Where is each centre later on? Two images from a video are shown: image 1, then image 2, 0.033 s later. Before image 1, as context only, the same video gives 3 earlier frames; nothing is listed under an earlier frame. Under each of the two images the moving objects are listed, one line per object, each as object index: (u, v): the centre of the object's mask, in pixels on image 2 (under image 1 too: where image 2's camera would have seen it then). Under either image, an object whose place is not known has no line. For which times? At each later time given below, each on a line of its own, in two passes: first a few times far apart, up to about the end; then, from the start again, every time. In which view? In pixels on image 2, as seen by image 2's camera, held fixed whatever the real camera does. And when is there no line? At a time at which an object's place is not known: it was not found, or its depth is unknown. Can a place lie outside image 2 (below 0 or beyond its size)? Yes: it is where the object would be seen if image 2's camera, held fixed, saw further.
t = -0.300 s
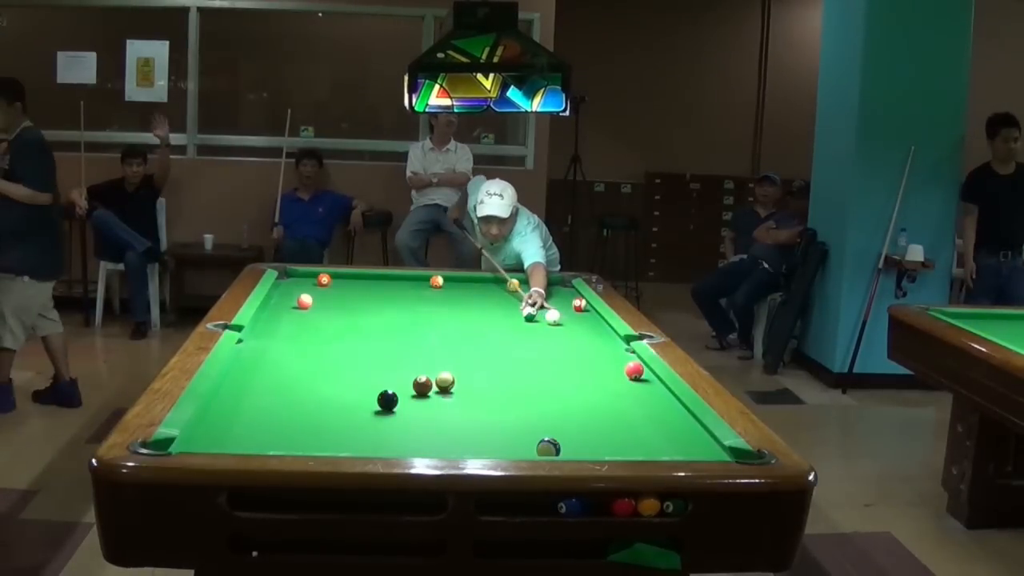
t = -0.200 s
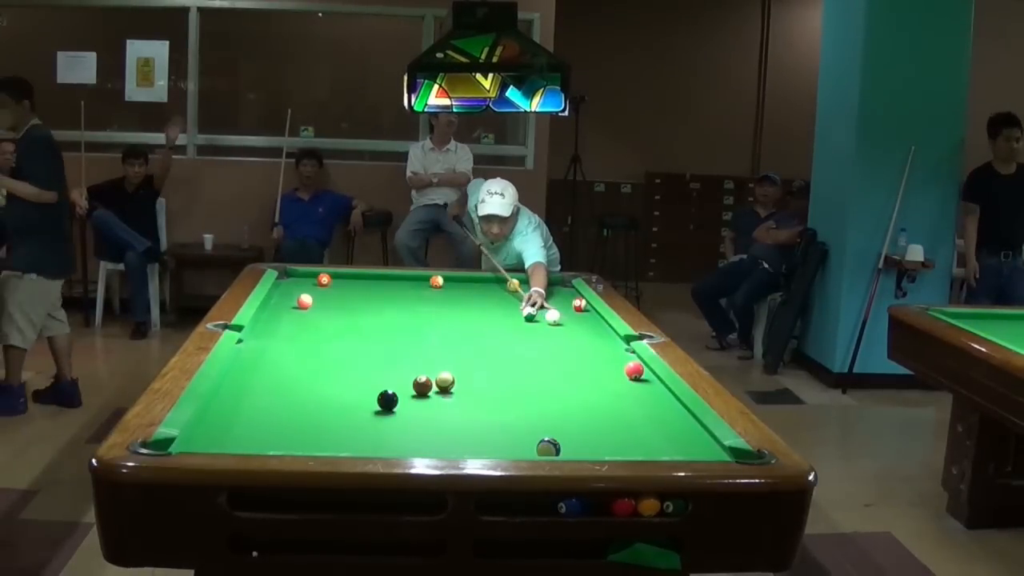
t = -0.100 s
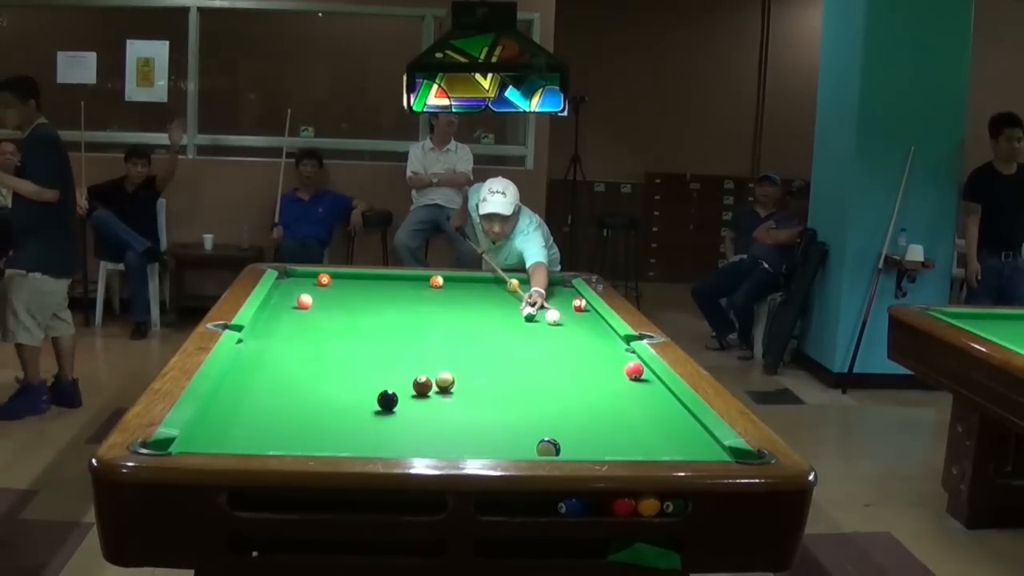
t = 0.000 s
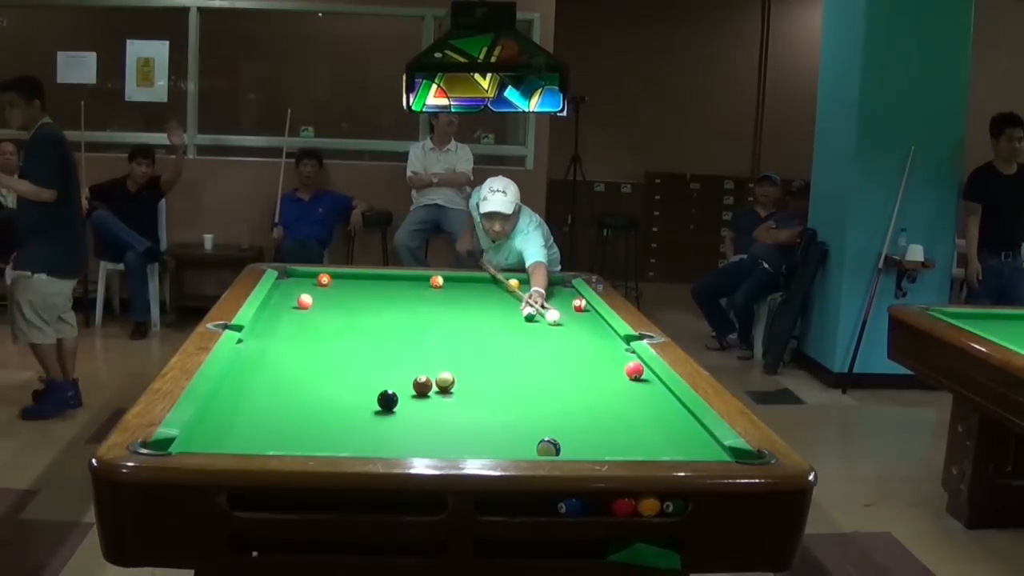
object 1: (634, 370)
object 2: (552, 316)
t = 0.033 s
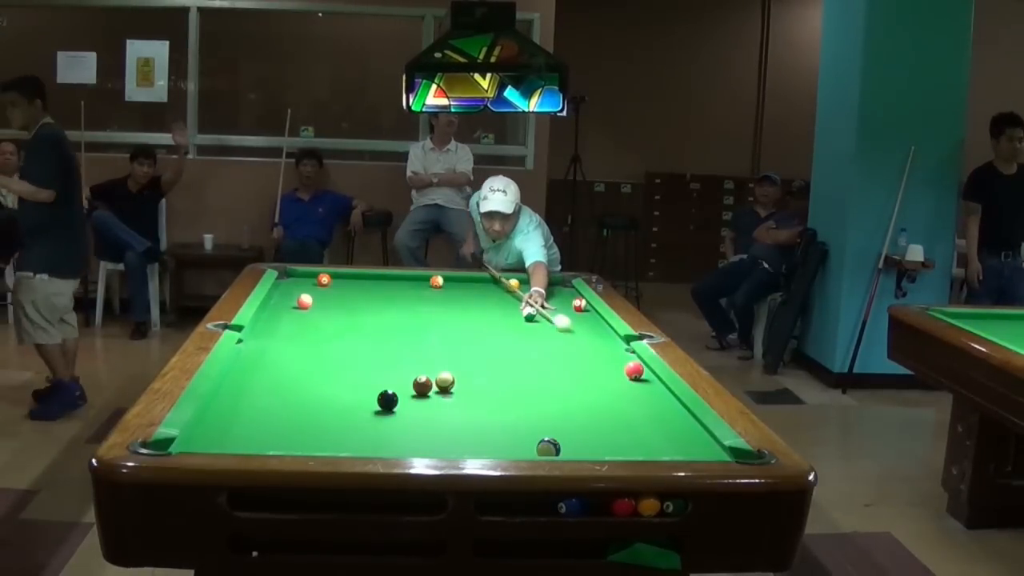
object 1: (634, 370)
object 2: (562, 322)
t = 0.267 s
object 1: (666, 396)
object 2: (636, 366)
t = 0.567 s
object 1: (704, 452)
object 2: (631, 366)
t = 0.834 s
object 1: (664, 447)
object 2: (624, 366)
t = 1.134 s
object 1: (625, 437)
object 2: (617, 366)
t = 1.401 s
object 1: (596, 428)
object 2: (613, 366)
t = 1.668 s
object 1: (569, 419)
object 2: (610, 366)
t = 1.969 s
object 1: (542, 411)
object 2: (609, 366)
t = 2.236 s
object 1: (520, 405)
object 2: (609, 366)
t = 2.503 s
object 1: (501, 399)
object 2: (609, 367)
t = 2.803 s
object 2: (609, 366)
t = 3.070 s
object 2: (609, 366)
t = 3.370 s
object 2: (609, 366)
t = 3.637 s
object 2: (609, 366)
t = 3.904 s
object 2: (609, 366)
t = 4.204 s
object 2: (609, 366)
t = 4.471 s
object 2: (609, 366)
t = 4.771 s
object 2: (609, 366)
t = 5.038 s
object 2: (609, 366)
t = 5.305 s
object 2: (609, 366)
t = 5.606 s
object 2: (609, 367)
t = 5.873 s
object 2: (609, 367)
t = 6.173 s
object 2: (609, 367)
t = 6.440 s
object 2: (609, 366)
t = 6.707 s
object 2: (609, 367)
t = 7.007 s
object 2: (609, 367)
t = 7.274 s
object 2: (609, 367)
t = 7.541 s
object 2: (609, 366)
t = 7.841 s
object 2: (609, 367)
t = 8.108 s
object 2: (609, 366)
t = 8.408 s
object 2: (609, 367)
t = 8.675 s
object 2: (609, 367)
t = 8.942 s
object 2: (609, 366)
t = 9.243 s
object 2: (609, 366)
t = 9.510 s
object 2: (609, 367)
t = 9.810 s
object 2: (609, 367)
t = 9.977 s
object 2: (609, 367)
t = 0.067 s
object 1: (634, 370)
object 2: (575, 330)
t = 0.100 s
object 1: (634, 370)
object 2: (589, 339)
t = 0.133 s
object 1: (634, 370)
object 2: (604, 348)
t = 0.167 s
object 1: (634, 370)
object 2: (619, 358)
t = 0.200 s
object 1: (638, 374)
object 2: (630, 363)
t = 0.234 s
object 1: (653, 385)
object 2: (634, 366)
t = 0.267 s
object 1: (666, 396)
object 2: (636, 366)
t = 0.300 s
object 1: (673, 407)
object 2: (638, 366)
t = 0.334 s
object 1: (680, 418)
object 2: (639, 366)
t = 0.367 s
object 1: (687, 429)
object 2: (638, 366)
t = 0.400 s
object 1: (694, 441)
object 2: (637, 366)
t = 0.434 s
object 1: (702, 449)
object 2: (636, 366)
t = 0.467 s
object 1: (713, 452)
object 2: (635, 366)
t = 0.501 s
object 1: (723, 451)
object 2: (633, 366)
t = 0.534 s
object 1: (714, 451)
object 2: (633, 366)
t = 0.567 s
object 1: (704, 452)
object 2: (631, 366)
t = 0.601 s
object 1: (697, 452)
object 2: (630, 366)
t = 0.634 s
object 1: (691, 451)
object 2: (629, 366)
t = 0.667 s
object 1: (687, 451)
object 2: (628, 366)
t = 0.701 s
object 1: (682, 450)
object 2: (627, 366)
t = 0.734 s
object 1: (677, 449)
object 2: (626, 366)
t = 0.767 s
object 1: (673, 448)
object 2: (626, 366)
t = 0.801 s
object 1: (668, 448)
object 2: (625, 366)
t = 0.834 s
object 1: (664, 447)
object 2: (624, 366)
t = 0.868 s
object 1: (659, 446)
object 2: (623, 366)
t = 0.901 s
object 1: (655, 445)
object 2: (622, 366)
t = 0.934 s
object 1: (651, 444)
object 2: (621, 366)
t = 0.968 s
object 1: (646, 443)
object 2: (620, 366)
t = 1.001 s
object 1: (642, 442)
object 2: (620, 366)
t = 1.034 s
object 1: (638, 441)
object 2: (619, 366)
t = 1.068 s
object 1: (634, 439)
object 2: (619, 366)
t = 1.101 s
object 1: (630, 438)
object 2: (618, 366)
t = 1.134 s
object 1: (625, 437)
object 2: (617, 366)
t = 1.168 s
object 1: (622, 436)
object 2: (617, 366)
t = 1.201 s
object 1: (618, 434)
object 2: (616, 366)
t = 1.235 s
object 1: (614, 433)
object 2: (615, 366)
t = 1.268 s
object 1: (610, 432)
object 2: (615, 366)
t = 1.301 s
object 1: (607, 431)
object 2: (614, 366)
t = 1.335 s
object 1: (603, 430)
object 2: (614, 366)
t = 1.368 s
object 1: (599, 429)
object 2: (613, 366)
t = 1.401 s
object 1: (596, 428)
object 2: (613, 366)
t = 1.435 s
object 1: (592, 427)
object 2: (612, 366)
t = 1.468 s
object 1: (589, 426)
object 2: (612, 366)
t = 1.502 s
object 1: (585, 424)
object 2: (611, 366)
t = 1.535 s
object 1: (582, 423)
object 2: (611, 366)
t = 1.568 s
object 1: (578, 422)
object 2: (611, 366)
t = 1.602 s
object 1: (575, 421)
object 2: (610, 366)
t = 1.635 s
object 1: (572, 420)
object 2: (610, 366)
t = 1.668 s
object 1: (569, 419)
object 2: (610, 366)
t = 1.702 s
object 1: (566, 418)
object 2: (610, 366)
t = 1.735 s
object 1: (562, 417)
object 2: (610, 366)
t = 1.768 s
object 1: (559, 416)
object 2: (610, 366)
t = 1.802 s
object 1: (557, 415)
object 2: (610, 366)
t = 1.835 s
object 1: (553, 415)
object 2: (610, 366)
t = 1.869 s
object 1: (550, 414)
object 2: (610, 366)
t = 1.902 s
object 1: (547, 413)
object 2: (610, 366)
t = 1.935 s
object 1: (544, 412)
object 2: (609, 366)
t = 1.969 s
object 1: (542, 411)
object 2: (609, 366)
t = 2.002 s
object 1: (539, 410)
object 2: (609, 367)
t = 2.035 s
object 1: (536, 410)
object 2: (609, 367)
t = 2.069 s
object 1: (533, 409)
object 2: (609, 367)
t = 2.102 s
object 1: (531, 408)
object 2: (609, 367)
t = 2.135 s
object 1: (528, 407)
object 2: (609, 366)
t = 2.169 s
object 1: (525, 406)
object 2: (609, 367)
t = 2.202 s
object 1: (523, 406)
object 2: (609, 367)
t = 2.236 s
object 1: (520, 405)
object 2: (609, 366)
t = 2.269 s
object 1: (518, 404)
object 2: (609, 367)
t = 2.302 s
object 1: (515, 404)
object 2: (609, 366)
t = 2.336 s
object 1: (513, 403)
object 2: (609, 366)
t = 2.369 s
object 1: (510, 402)
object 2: (609, 367)
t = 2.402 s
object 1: (508, 401)
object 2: (609, 367)
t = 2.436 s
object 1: (506, 400)
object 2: (609, 367)
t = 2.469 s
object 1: (504, 400)
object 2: (609, 366)
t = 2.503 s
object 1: (501, 399)
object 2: (609, 367)
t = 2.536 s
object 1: (499, 399)
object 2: (609, 366)
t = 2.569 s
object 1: (497, 398)
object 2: (609, 366)
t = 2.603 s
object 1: (495, 397)
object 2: (609, 366)
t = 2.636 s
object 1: (492, 397)
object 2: (609, 366)
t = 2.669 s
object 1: (490, 396)
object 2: (609, 367)
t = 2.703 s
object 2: (609, 366)
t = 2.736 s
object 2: (609, 366)
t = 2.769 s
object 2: (609, 367)
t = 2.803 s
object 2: (609, 366)
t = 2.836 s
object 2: (609, 366)
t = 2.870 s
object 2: (609, 367)
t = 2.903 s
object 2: (609, 366)
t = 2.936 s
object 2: (609, 366)
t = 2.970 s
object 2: (609, 366)
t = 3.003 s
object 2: (609, 366)
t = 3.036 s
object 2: (609, 366)
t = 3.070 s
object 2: (609, 366)
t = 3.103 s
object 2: (609, 366)
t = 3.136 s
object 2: (609, 366)
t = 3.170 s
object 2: (609, 366)
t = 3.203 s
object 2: (609, 366)
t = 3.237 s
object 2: (609, 366)
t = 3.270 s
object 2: (609, 366)
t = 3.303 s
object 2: (609, 366)
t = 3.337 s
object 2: (609, 366)
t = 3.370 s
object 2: (609, 366)
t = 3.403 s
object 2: (609, 366)
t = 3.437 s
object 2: (609, 366)
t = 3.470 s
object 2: (609, 366)
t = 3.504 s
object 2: (609, 366)
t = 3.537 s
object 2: (609, 366)
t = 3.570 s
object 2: (609, 367)
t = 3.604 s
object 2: (609, 366)
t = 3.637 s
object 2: (609, 366)
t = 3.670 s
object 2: (609, 366)
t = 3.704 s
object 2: (609, 367)
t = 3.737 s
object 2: (609, 366)
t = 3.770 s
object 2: (609, 366)
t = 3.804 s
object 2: (609, 366)
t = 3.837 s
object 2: (609, 366)
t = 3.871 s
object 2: (609, 366)
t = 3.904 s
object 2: (609, 366)
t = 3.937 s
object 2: (609, 366)
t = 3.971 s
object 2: (609, 367)
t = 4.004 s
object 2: (609, 367)
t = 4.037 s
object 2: (609, 366)
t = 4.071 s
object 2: (609, 366)
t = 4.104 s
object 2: (609, 366)
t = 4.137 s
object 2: (609, 366)
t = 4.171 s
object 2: (609, 367)
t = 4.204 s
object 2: (609, 366)
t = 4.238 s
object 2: (609, 366)
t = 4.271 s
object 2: (609, 366)
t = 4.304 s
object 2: (609, 366)
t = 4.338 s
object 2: (609, 366)
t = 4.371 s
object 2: (609, 366)
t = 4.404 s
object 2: (609, 366)
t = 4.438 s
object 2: (609, 366)
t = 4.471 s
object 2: (609, 366)
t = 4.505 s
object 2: (609, 366)
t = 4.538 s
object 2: (609, 366)
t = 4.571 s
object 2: (609, 366)
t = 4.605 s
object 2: (609, 366)
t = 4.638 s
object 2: (609, 366)
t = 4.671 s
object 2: (609, 366)
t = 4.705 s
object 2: (609, 366)
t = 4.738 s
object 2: (609, 366)
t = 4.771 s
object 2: (609, 366)
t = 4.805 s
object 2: (609, 366)
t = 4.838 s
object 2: (609, 366)
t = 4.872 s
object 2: (609, 366)
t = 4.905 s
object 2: (609, 366)
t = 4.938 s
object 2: (609, 366)
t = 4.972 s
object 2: (609, 367)
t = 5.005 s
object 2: (609, 366)
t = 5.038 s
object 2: (609, 366)
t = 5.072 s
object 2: (609, 366)
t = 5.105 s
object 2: (609, 366)
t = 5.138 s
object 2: (609, 366)
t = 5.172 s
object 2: (609, 366)
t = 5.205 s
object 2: (609, 366)
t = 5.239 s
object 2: (609, 366)
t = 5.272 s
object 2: (609, 366)
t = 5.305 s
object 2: (609, 366)
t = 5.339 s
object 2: (609, 366)
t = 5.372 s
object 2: (609, 366)
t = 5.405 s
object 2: (609, 366)
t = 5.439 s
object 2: (609, 366)
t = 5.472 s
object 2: (609, 366)
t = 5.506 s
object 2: (609, 366)
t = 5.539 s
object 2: (609, 367)
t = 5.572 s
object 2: (609, 366)
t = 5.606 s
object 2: (609, 367)
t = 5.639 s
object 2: (609, 367)
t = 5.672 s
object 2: (609, 367)
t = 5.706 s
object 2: (609, 367)
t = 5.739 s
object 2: (609, 366)
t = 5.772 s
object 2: (609, 366)
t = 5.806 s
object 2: (609, 367)
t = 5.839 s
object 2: (609, 366)
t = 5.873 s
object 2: (609, 367)
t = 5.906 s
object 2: (609, 366)
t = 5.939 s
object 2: (609, 367)
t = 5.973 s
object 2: (609, 366)
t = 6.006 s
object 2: (609, 367)
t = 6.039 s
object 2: (609, 366)
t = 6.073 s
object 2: (609, 366)
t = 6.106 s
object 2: (609, 367)
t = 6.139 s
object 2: (609, 366)
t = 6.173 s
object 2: (609, 367)
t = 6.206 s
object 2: (609, 367)
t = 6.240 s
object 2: (609, 366)
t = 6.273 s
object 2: (609, 367)
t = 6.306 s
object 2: (609, 367)
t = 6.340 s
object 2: (609, 367)
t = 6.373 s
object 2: (609, 367)
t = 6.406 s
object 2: (609, 367)
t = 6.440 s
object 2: (609, 366)
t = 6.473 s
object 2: (609, 366)
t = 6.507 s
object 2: (609, 366)
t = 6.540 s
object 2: (609, 366)
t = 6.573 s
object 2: (609, 367)
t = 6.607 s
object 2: (609, 366)
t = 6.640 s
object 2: (609, 367)
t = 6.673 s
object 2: (609, 367)
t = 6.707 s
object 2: (609, 367)
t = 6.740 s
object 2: (609, 366)
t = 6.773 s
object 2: (609, 367)
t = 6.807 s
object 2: (609, 366)
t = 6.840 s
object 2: (609, 366)
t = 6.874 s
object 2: (609, 366)
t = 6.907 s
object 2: (609, 366)
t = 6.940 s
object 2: (609, 367)
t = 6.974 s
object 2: (609, 367)
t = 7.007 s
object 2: (609, 367)
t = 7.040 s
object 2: (609, 367)
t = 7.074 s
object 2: (609, 367)
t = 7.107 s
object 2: (609, 366)
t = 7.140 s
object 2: (609, 367)
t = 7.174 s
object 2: (609, 367)
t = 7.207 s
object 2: (609, 367)
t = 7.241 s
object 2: (609, 366)
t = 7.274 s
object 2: (609, 367)
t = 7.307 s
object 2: (609, 367)
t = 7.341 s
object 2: (609, 367)
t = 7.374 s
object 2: (609, 366)
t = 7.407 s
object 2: (609, 367)
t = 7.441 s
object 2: (609, 366)
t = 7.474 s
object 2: (609, 367)
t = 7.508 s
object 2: (609, 366)
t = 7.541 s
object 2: (609, 366)
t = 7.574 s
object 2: (609, 367)
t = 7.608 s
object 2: (609, 367)
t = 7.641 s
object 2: (609, 366)
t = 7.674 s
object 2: (609, 367)
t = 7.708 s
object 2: (609, 366)
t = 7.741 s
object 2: (609, 366)
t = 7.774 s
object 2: (609, 366)
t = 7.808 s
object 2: (609, 366)
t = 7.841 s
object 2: (609, 367)
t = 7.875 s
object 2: (609, 366)
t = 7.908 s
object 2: (609, 367)
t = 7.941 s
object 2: (609, 366)
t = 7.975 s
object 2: (609, 366)
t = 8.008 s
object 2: (609, 367)
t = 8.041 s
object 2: (609, 367)
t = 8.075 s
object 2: (609, 367)
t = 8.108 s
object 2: (609, 366)
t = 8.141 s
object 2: (609, 367)
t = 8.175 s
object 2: (609, 366)
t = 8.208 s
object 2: (609, 367)
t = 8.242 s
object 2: (609, 367)
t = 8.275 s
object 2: (609, 367)
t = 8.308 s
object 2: (609, 366)
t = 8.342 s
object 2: (609, 366)
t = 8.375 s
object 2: (609, 367)
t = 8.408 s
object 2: (609, 367)
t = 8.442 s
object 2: (609, 366)
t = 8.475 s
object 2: (609, 367)
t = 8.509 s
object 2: (609, 366)
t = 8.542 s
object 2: (609, 367)
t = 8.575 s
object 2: (609, 366)
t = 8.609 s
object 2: (609, 367)
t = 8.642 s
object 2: (609, 367)
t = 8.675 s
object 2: (609, 367)
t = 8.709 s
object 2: (609, 366)
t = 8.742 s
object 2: (609, 366)
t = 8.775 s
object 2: (609, 366)
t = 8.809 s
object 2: (609, 366)
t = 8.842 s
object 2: (609, 366)
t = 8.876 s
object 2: (609, 367)
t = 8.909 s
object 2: (609, 366)
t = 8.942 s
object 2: (609, 366)
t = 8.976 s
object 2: (609, 366)
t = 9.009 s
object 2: (609, 366)
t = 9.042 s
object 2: (609, 366)
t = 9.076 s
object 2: (609, 367)
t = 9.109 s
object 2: (609, 366)
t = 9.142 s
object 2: (609, 366)
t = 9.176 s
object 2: (609, 366)
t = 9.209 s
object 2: (609, 366)
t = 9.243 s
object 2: (609, 366)
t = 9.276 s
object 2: (609, 366)
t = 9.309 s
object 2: (609, 367)
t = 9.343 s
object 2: (609, 367)
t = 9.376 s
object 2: (609, 367)
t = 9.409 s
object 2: (609, 366)
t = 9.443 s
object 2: (609, 366)
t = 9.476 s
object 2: (609, 367)
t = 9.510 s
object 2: (609, 367)
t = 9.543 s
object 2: (609, 367)
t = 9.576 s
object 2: (609, 367)
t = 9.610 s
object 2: (609, 367)
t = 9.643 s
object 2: (609, 366)
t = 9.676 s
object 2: (609, 367)
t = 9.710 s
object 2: (609, 367)
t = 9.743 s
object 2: (609, 367)
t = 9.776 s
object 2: (609, 367)
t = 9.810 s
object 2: (609, 367)
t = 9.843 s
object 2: (609, 367)
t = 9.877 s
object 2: (609, 367)
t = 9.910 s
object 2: (609, 367)
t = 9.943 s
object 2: (609, 367)
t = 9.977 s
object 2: (609, 367)
